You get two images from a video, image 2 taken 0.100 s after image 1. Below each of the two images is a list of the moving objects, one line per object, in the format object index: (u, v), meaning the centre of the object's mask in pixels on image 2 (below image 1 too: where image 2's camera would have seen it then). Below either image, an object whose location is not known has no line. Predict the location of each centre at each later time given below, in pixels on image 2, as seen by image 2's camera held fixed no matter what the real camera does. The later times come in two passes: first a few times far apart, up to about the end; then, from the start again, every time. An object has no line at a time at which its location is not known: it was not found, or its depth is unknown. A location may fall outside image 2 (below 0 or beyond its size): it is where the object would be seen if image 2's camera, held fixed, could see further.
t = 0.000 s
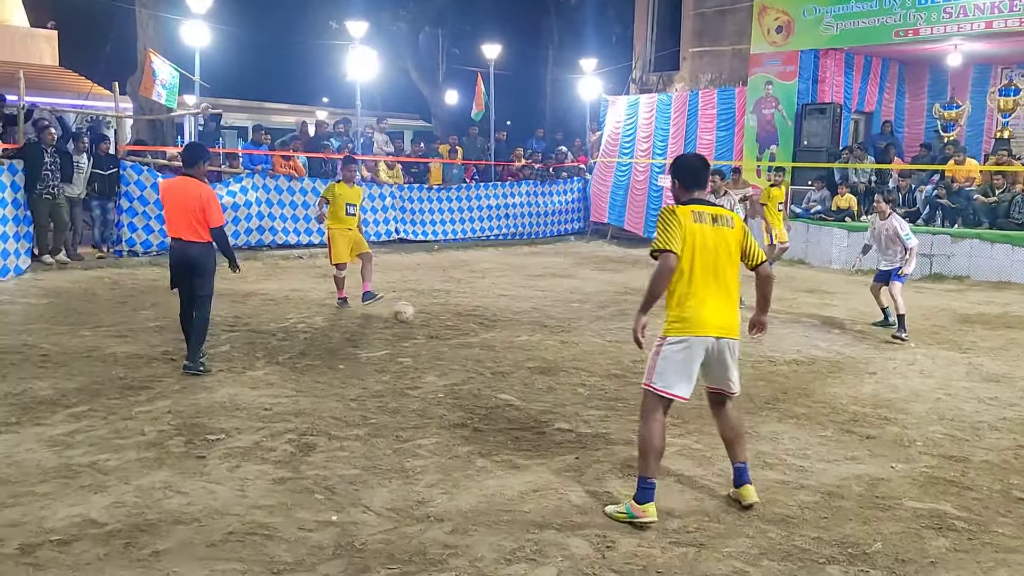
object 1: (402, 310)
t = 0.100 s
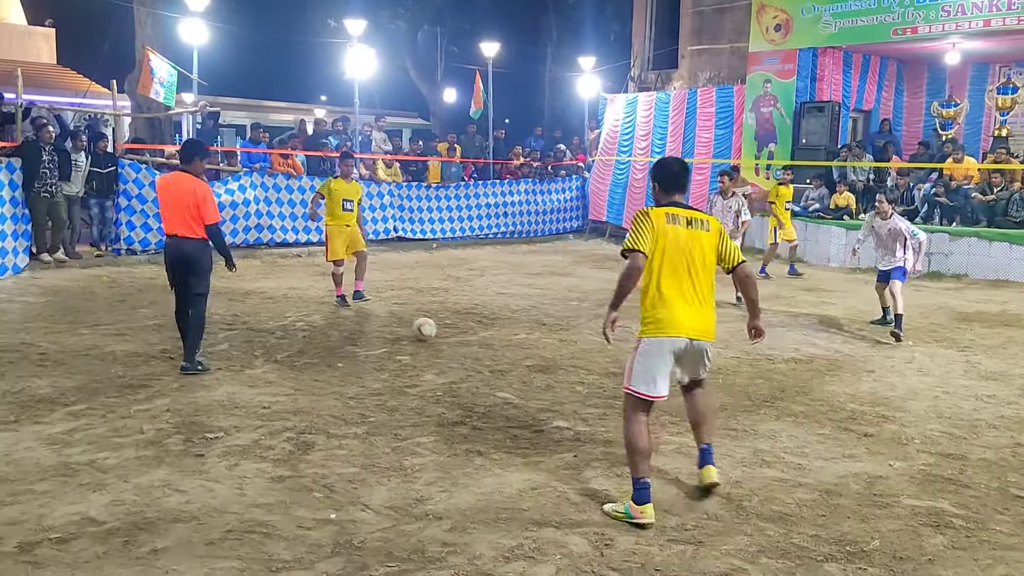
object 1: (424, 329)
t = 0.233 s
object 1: (455, 347)
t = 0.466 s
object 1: (511, 375)
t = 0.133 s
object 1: (431, 333)
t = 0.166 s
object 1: (440, 338)
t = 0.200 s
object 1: (449, 344)
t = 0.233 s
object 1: (455, 347)
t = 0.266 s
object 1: (464, 345)
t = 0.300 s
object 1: (470, 346)
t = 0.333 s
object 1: (478, 348)
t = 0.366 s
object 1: (487, 352)
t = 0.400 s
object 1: (495, 358)
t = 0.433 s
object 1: (503, 365)
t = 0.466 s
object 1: (511, 375)
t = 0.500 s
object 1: (520, 387)
